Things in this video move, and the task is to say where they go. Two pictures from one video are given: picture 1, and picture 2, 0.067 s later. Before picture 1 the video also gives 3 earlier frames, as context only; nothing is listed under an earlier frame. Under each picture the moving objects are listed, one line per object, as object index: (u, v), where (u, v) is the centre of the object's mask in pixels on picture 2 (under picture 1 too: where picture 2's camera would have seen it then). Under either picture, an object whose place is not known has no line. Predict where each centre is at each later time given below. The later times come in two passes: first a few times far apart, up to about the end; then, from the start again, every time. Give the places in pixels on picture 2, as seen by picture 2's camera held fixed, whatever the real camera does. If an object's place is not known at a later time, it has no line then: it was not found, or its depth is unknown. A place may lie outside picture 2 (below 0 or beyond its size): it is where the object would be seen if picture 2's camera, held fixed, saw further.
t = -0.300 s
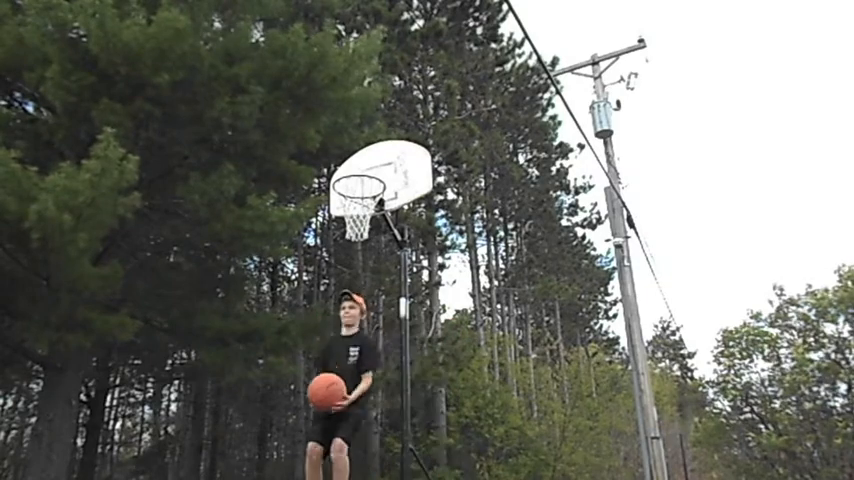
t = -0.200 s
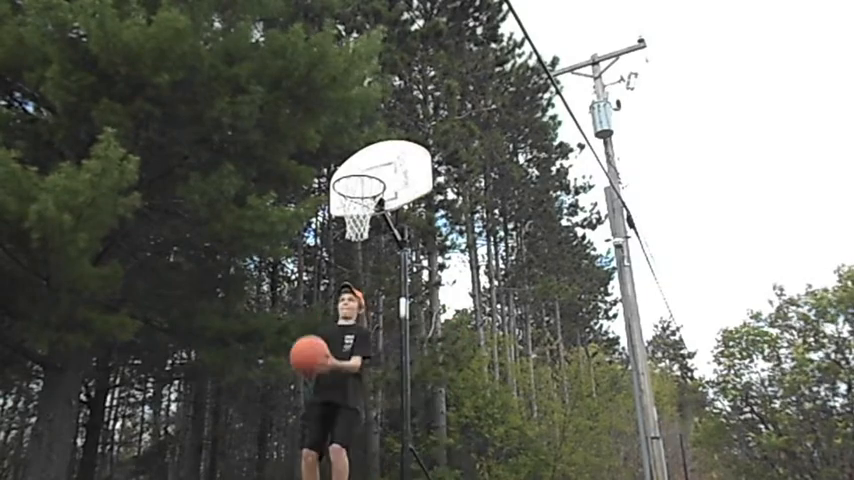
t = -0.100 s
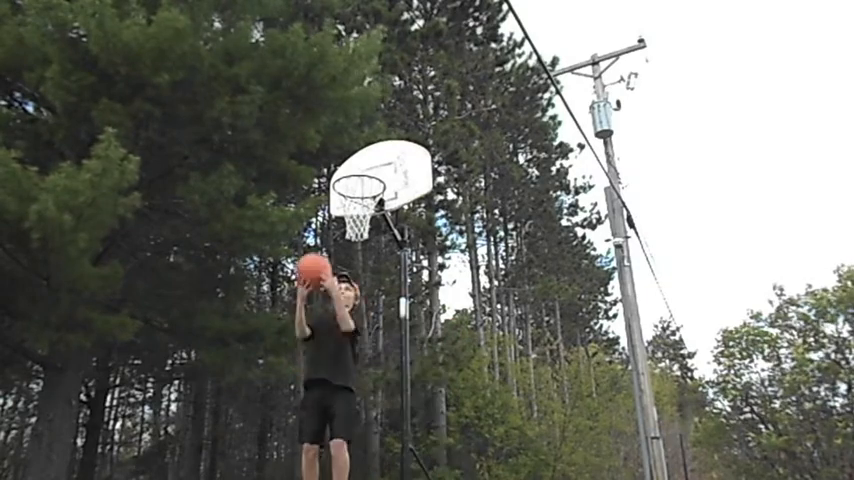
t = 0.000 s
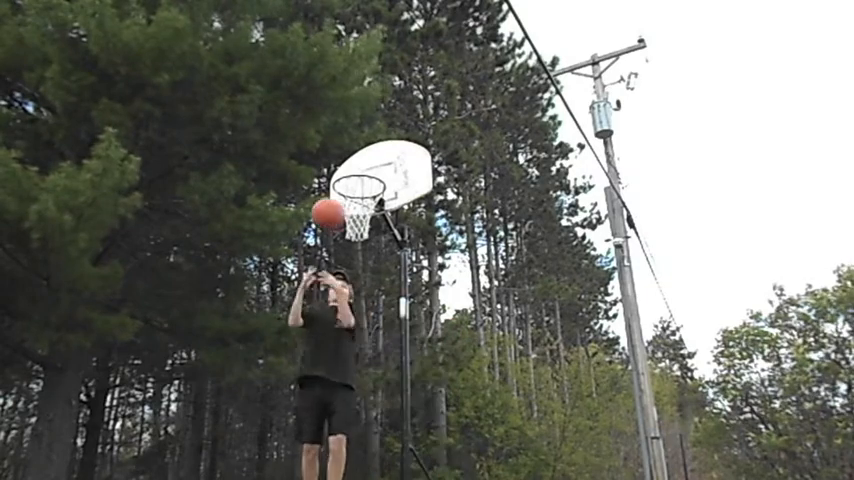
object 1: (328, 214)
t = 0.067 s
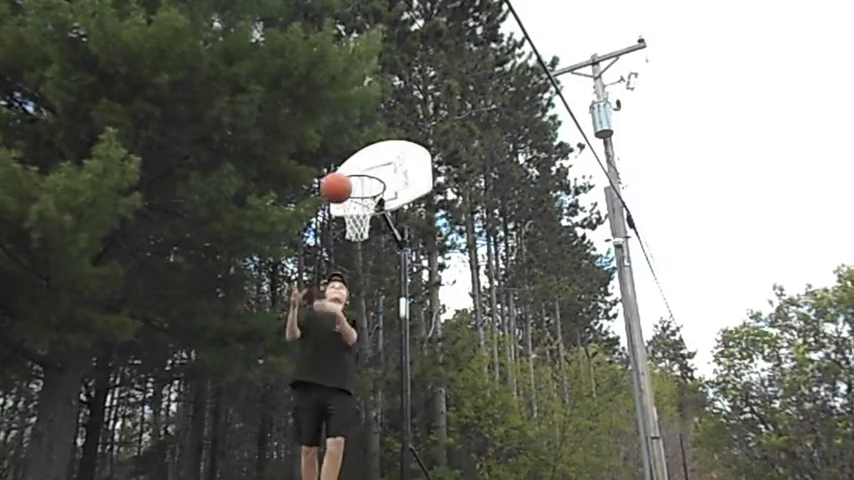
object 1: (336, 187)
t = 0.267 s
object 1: (356, 149)
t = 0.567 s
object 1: (379, 170)
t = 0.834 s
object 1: (348, 199)
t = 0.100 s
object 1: (340, 177)
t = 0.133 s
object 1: (343, 168)
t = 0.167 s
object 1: (346, 162)
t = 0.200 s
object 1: (350, 156)
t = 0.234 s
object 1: (353, 152)
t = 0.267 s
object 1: (356, 149)
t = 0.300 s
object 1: (359, 147)
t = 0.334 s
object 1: (362, 147)
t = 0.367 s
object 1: (364, 147)
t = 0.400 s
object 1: (367, 149)
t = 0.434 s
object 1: (370, 151)
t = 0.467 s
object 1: (372, 155)
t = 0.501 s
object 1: (375, 159)
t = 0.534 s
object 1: (377, 164)
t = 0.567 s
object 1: (379, 170)
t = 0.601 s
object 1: (374, 169)
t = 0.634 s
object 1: (371, 171)
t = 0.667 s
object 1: (367, 173)
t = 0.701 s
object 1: (362, 177)
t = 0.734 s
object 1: (359, 182)
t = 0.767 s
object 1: (354, 187)
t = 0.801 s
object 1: (350, 193)
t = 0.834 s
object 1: (348, 199)
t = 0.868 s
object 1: (346, 202)
